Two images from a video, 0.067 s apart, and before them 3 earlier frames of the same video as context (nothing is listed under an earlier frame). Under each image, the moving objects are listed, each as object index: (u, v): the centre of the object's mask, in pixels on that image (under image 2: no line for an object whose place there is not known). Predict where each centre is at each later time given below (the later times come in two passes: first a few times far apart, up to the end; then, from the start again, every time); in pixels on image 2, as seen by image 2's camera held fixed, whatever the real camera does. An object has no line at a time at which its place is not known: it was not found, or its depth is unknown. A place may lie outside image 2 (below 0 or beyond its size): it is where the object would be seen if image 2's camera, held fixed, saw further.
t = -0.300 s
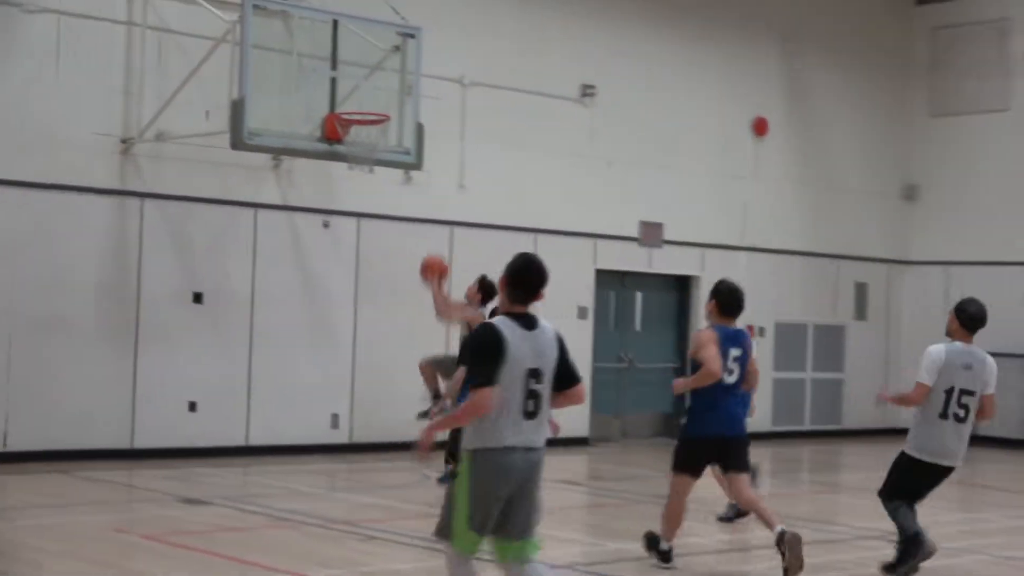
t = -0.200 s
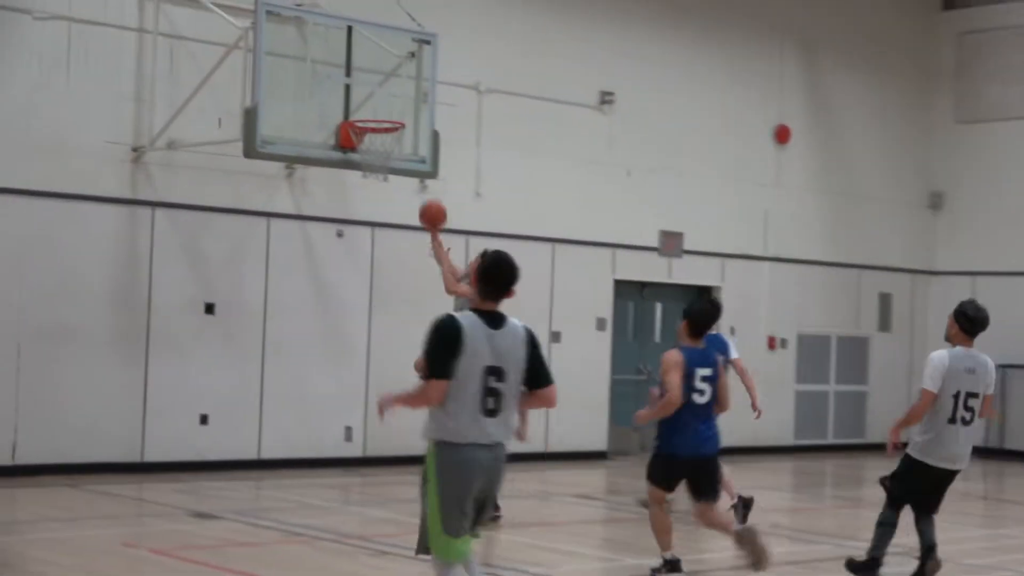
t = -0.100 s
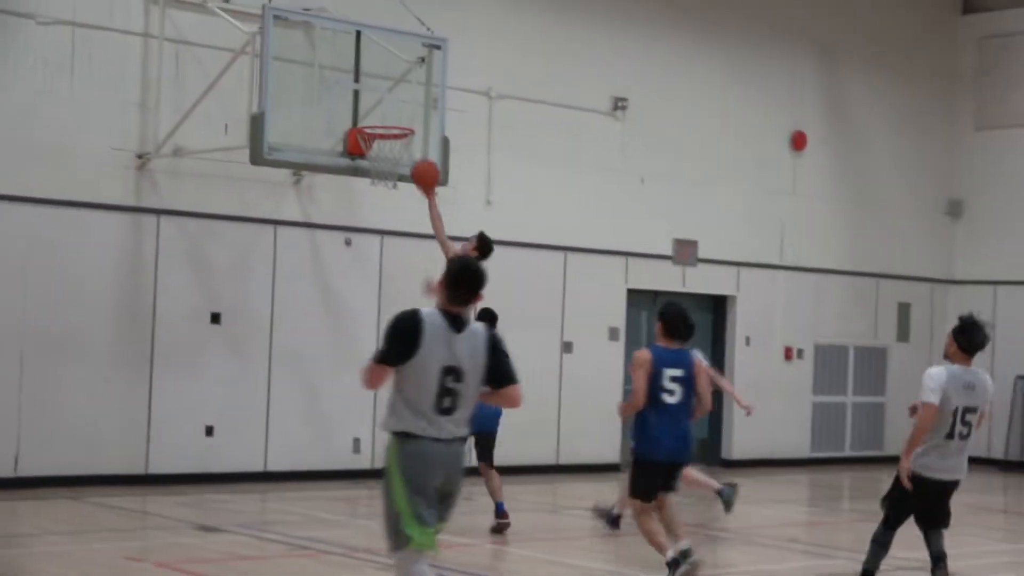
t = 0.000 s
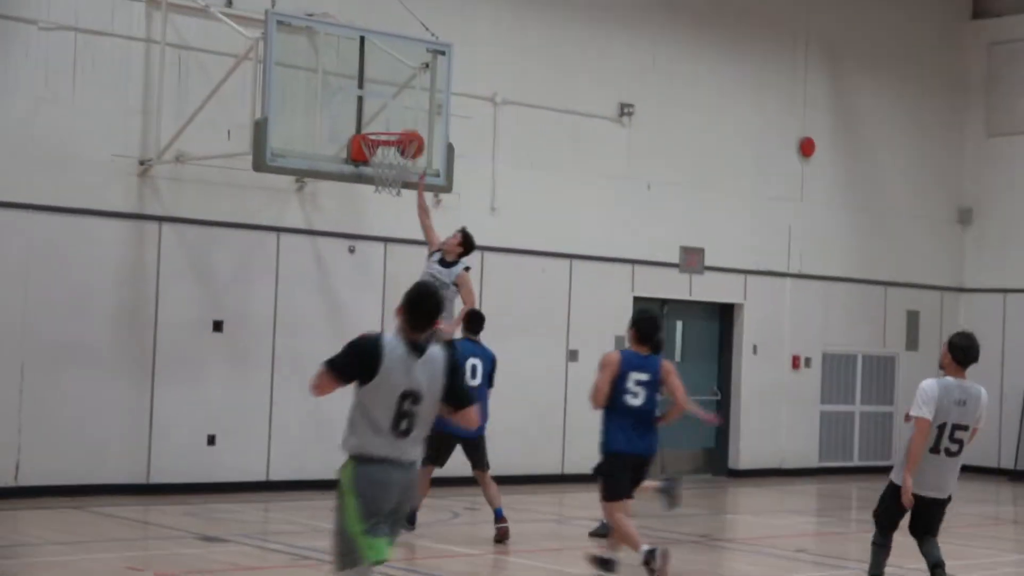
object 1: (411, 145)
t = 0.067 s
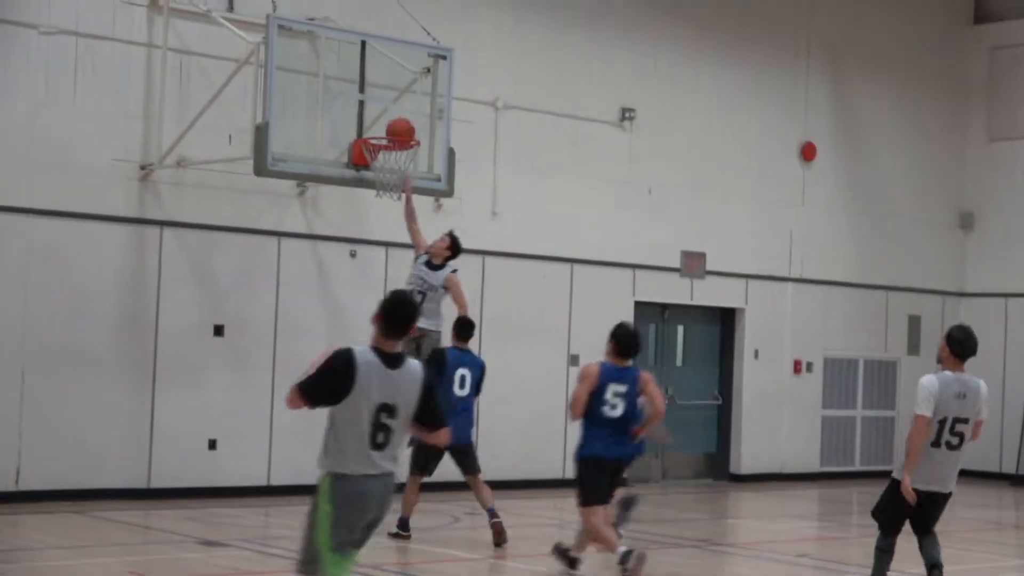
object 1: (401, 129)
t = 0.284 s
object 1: (399, 121)
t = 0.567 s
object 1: (395, 179)
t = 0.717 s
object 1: (391, 230)
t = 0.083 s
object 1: (400, 129)
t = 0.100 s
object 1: (400, 127)
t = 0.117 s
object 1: (400, 124)
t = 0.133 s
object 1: (400, 123)
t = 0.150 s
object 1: (400, 121)
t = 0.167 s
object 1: (400, 120)
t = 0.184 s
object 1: (400, 120)
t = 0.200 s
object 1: (400, 119)
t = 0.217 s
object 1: (400, 119)
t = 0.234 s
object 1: (399, 119)
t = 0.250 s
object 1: (399, 119)
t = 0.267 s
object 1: (399, 120)
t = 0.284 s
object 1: (399, 121)
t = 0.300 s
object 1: (399, 122)
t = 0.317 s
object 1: (399, 124)
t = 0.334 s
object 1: (398, 125)
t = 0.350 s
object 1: (398, 127)
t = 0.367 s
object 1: (398, 129)
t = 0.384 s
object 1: (399, 131)
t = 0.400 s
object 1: (397, 138)
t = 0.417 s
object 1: (397, 142)
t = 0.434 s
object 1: (397, 147)
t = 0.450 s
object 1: (397, 151)
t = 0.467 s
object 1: (396, 157)
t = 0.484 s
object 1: (396, 161)
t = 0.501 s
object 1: (396, 166)
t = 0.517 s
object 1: (395, 171)
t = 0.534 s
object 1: (395, 173)
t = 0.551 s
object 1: (395, 176)
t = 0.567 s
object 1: (395, 179)
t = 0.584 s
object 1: (394, 185)
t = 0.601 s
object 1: (394, 190)
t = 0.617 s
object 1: (393, 194)
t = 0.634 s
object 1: (393, 200)
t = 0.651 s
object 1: (392, 206)
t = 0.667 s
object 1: (392, 211)
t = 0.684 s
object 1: (392, 217)
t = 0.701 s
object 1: (391, 224)
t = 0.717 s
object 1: (391, 230)
